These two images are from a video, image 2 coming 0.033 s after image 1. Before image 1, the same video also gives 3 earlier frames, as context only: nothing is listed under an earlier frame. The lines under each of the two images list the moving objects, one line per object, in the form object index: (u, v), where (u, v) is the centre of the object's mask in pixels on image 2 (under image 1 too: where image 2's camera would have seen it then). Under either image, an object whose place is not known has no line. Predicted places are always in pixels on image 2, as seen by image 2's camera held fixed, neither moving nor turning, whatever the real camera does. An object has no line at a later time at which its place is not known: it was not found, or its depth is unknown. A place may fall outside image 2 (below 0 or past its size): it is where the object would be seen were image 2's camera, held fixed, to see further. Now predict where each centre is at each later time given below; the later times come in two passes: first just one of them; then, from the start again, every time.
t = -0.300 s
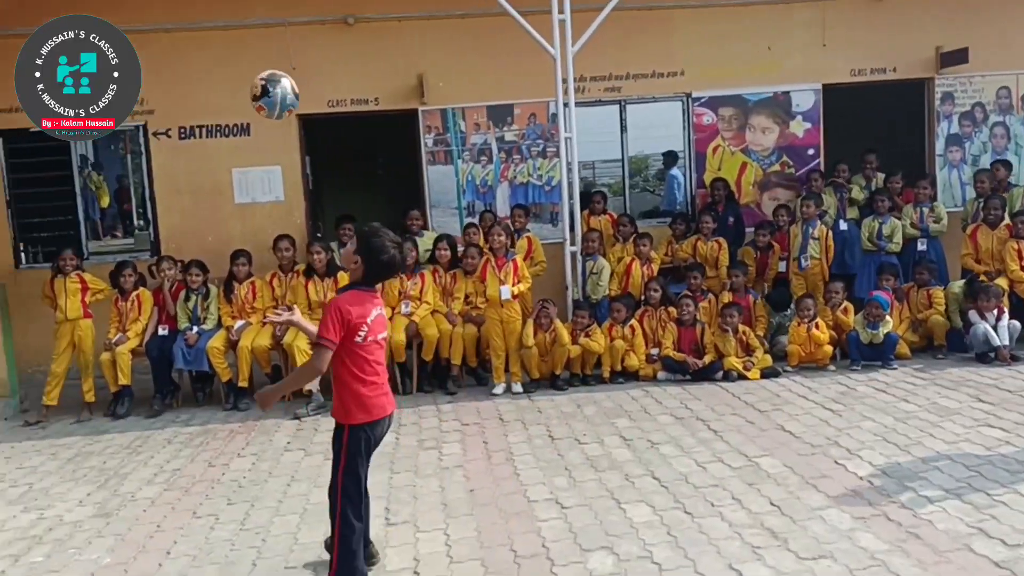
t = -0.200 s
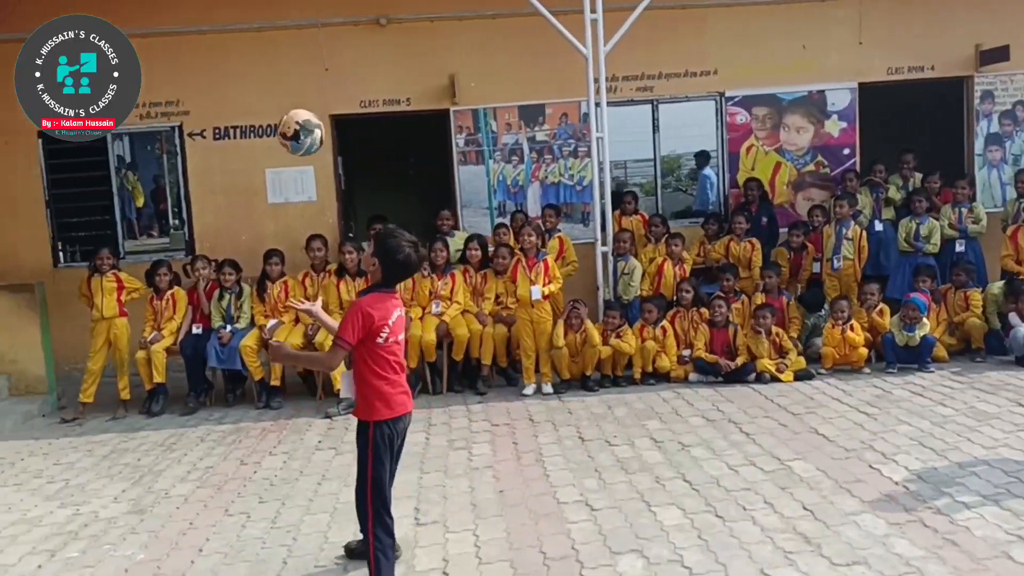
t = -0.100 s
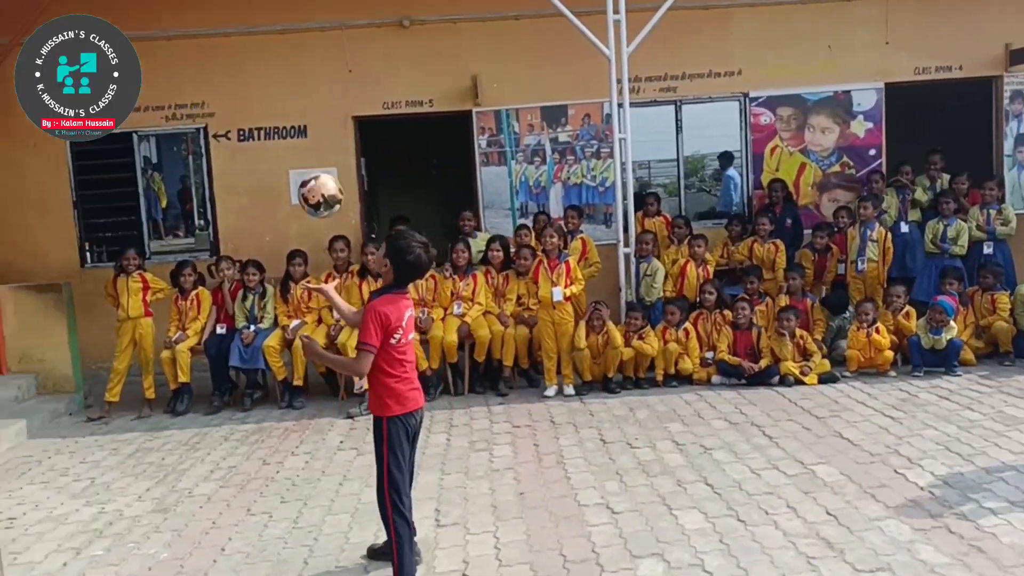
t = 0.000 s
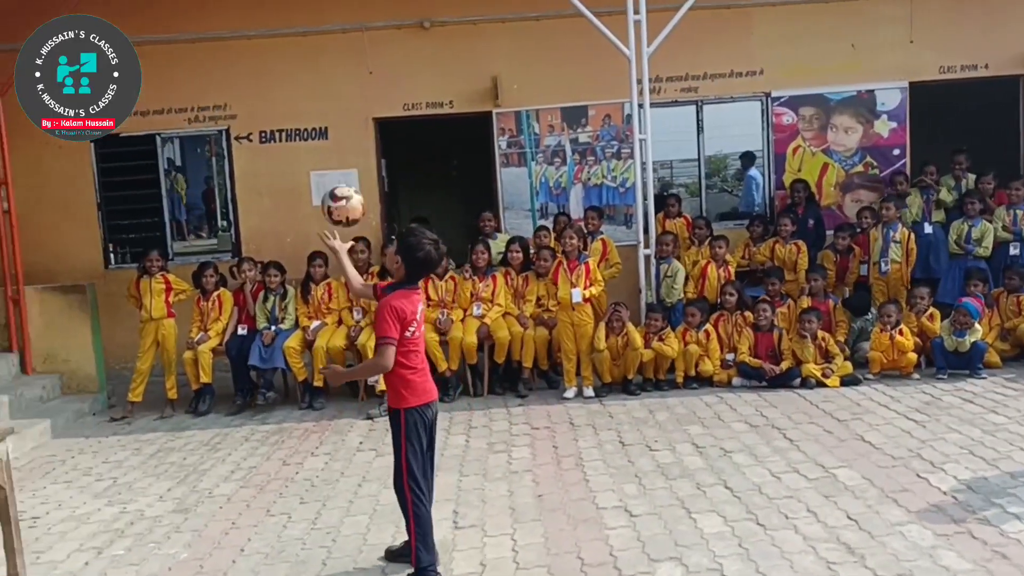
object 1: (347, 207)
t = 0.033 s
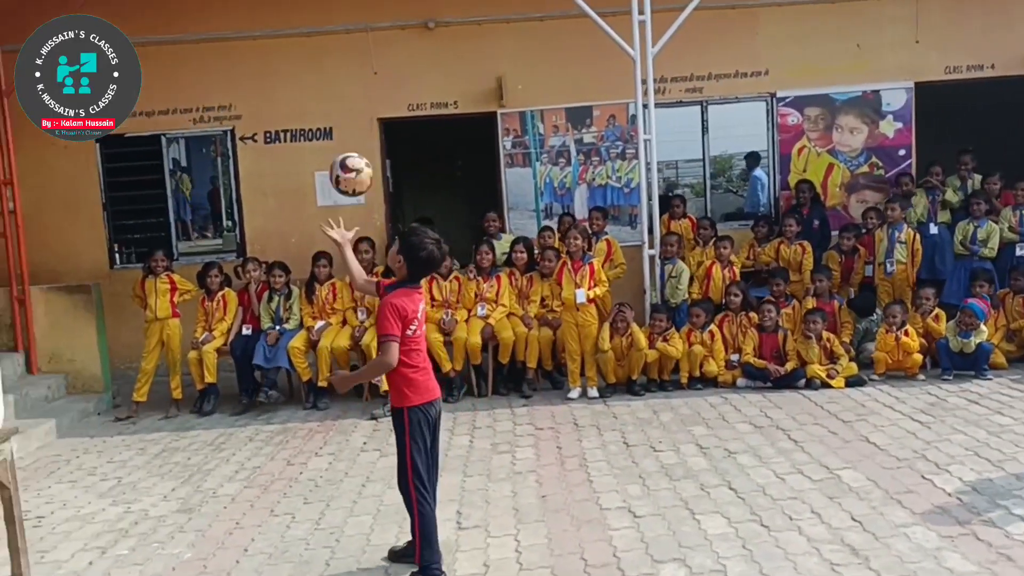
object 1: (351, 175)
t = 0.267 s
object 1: (380, 19)
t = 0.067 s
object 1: (355, 145)
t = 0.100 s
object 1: (359, 118)
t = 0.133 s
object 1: (363, 92)
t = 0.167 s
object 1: (367, 70)
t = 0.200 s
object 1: (371, 49)
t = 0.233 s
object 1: (375, 33)
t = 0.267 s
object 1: (380, 19)
